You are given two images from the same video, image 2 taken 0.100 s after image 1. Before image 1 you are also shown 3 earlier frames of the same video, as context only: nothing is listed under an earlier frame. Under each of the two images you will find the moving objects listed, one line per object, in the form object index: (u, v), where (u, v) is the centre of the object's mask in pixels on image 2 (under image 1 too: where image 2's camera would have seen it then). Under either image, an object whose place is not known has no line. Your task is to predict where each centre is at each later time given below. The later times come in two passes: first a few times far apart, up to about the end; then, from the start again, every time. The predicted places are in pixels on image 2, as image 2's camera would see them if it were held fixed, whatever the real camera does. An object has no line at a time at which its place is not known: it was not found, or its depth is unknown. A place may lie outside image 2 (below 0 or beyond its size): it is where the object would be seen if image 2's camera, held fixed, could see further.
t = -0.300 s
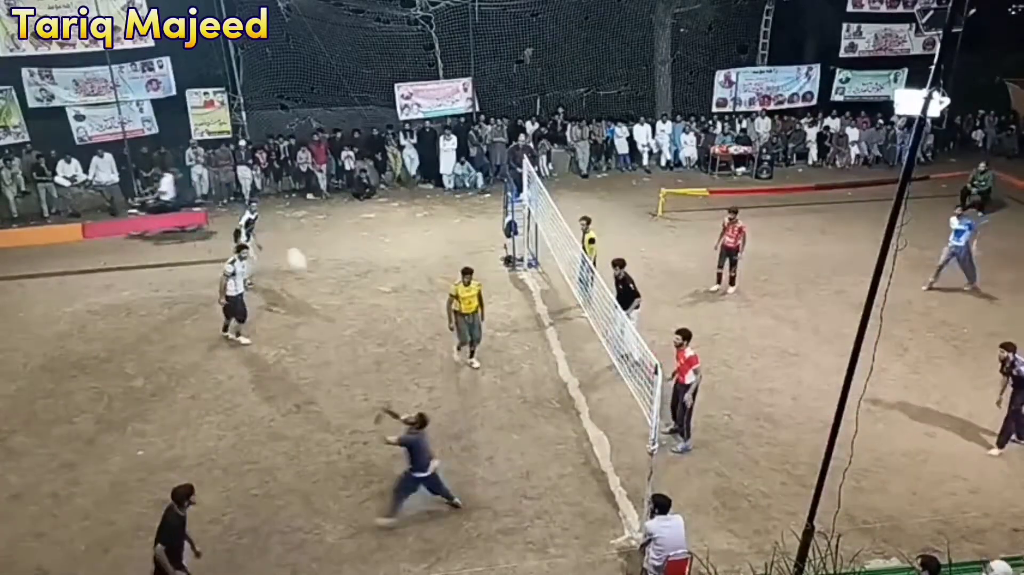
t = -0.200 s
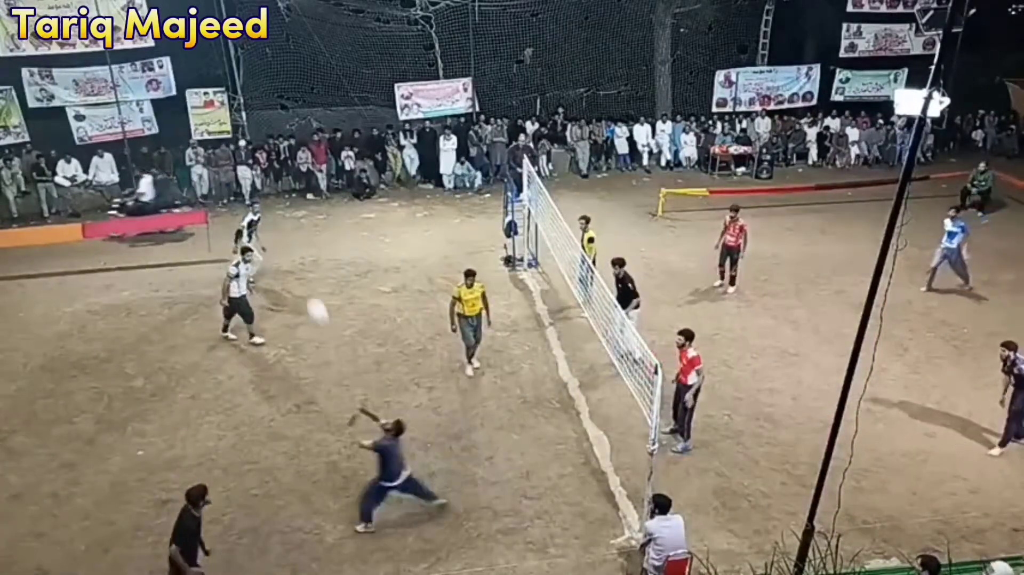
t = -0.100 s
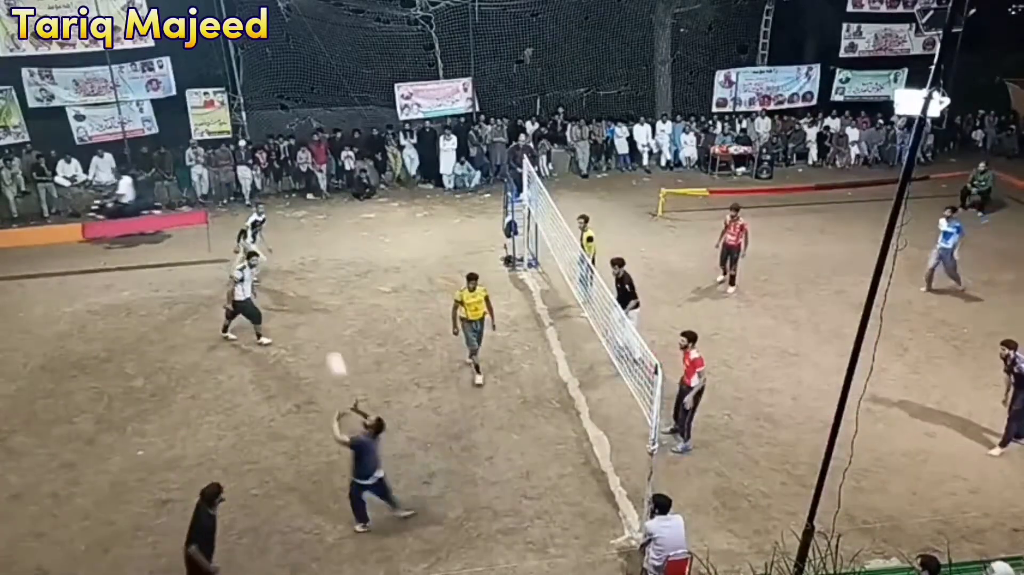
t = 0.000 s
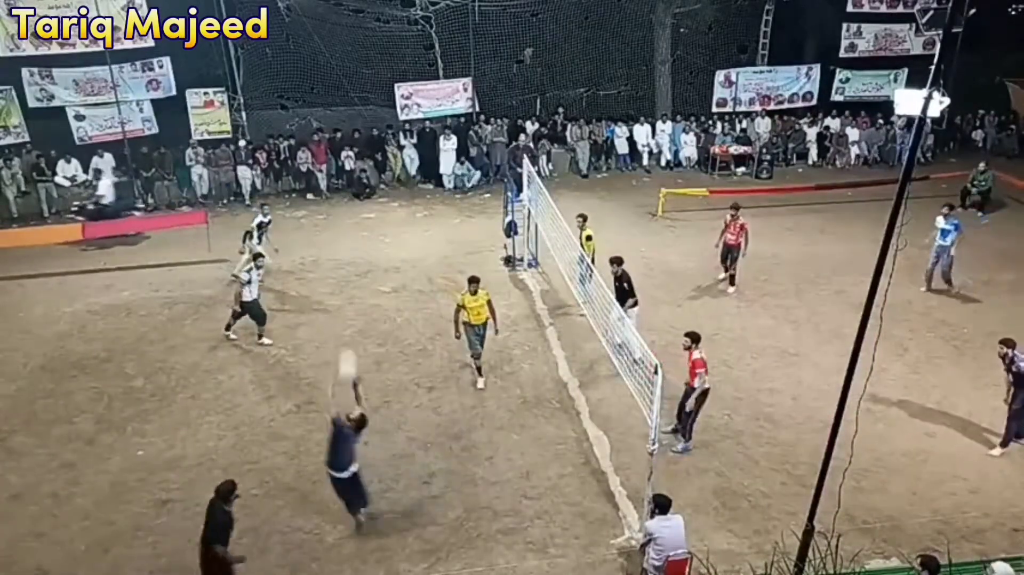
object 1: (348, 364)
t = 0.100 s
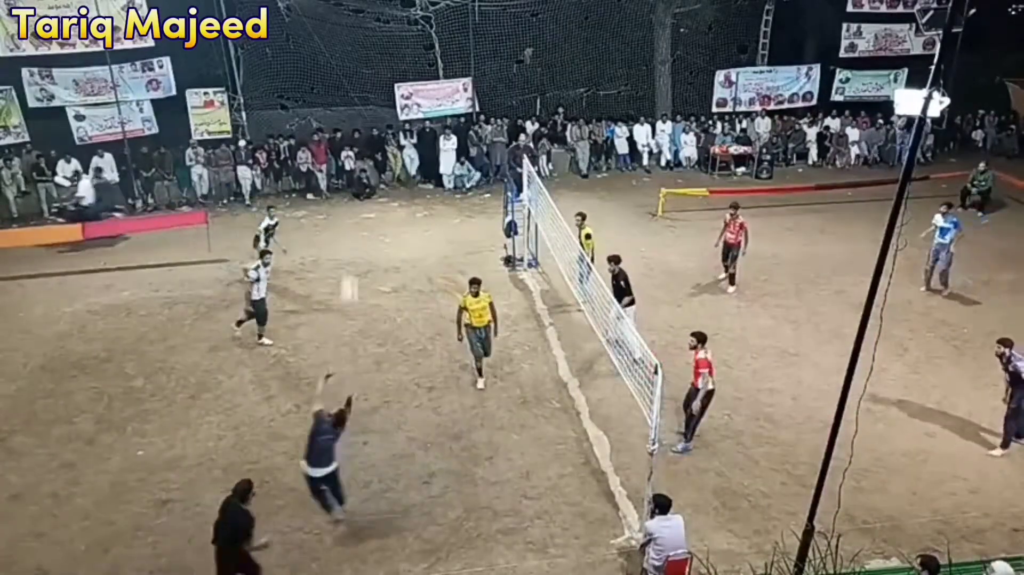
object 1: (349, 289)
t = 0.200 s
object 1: (350, 223)
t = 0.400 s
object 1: (356, 124)
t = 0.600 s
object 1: (364, 61)
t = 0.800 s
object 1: (375, 34)
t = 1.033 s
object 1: (388, 42)
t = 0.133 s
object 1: (349, 267)
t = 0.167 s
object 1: (350, 244)
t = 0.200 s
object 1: (350, 223)
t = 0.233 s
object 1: (352, 205)
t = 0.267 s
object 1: (352, 186)
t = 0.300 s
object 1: (353, 169)
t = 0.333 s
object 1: (354, 154)
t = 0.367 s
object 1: (355, 138)
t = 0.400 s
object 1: (356, 124)
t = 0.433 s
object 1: (357, 110)
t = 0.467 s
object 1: (358, 98)
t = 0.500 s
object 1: (360, 87)
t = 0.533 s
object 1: (361, 77)
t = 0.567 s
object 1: (363, 68)
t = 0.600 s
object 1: (364, 61)
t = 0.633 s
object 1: (366, 54)
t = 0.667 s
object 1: (368, 48)
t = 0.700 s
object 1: (369, 43)
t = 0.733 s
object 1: (371, 39)
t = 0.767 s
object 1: (373, 36)
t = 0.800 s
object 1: (375, 34)
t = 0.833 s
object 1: (377, 33)
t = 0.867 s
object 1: (378, 33)
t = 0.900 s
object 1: (380, 33)
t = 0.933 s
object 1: (382, 34)
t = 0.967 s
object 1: (384, 36)
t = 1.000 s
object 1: (386, 39)
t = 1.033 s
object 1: (388, 42)
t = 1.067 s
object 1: (390, 46)
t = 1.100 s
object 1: (392, 52)
